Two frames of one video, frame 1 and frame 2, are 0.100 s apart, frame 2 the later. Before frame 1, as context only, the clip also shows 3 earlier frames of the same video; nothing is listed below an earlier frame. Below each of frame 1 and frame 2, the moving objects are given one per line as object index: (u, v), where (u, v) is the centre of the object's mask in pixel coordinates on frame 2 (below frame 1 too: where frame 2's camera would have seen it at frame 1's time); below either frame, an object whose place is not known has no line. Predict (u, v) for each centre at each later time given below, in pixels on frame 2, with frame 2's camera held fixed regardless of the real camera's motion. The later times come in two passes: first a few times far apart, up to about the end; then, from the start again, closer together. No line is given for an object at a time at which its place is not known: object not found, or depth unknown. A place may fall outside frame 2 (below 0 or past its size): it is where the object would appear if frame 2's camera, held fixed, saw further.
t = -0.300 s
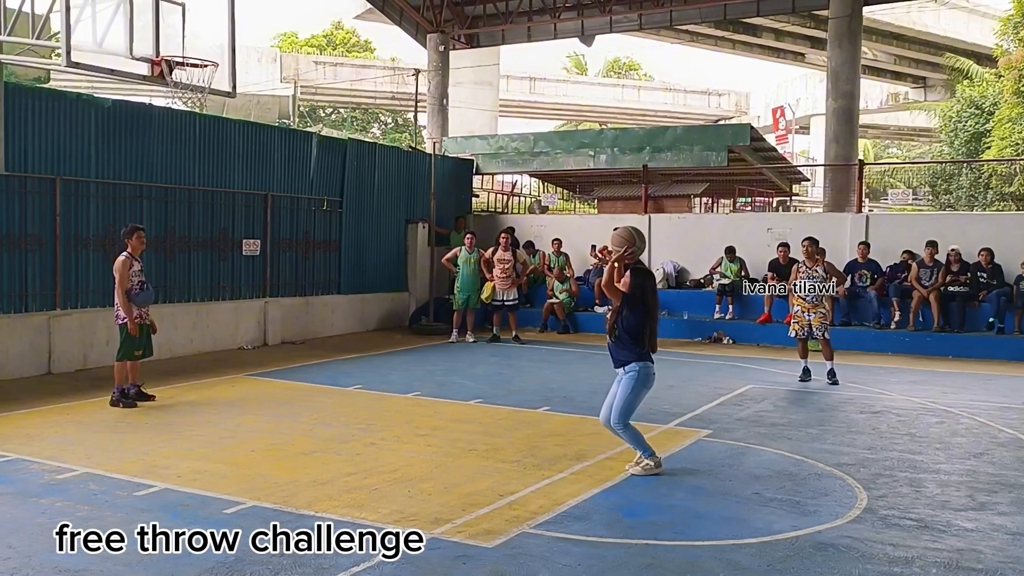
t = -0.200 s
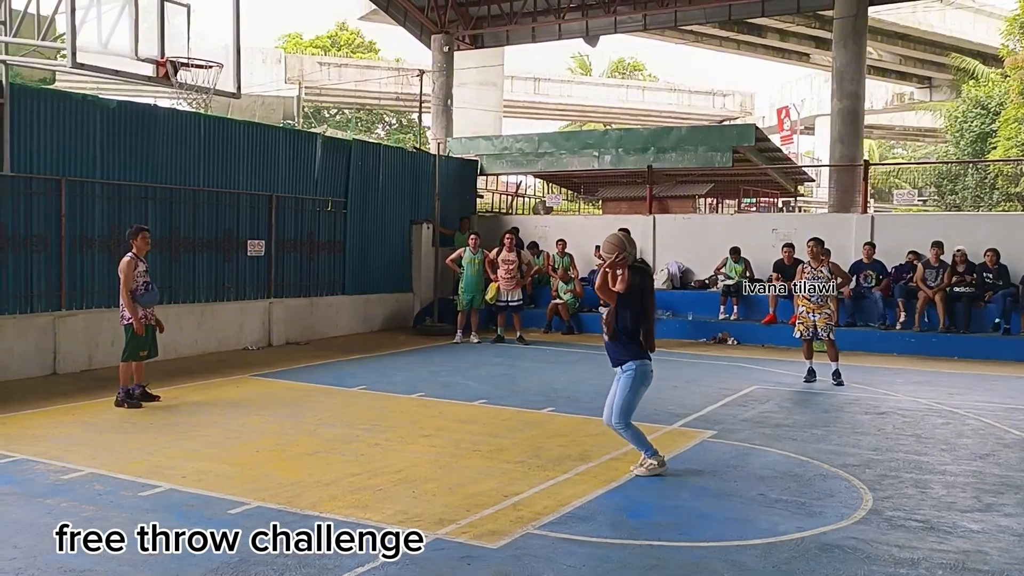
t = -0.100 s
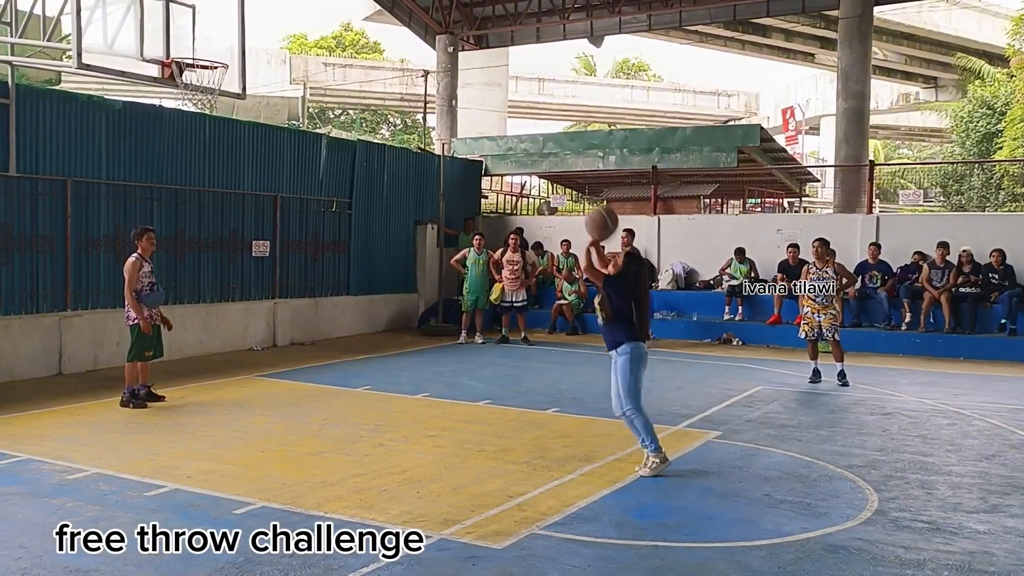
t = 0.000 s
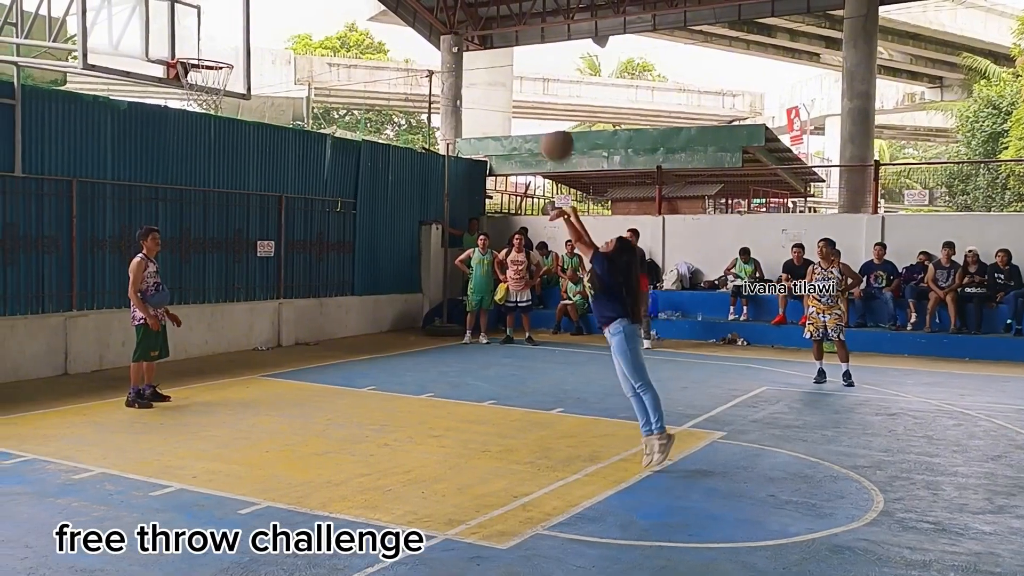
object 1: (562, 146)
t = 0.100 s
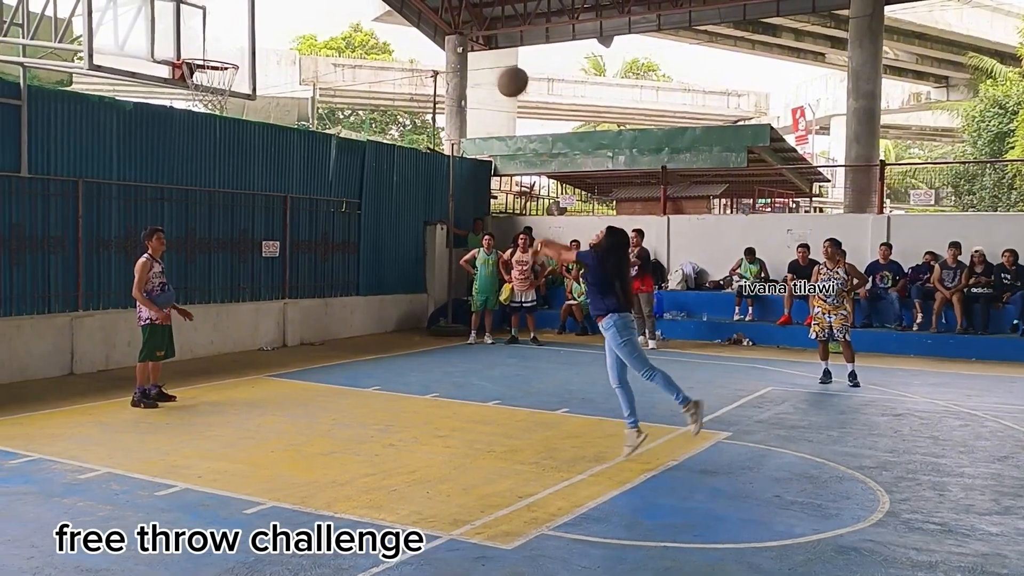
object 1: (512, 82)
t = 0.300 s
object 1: (421, 10)
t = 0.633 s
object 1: (290, 6)
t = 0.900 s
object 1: (235, 57)
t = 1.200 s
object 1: (272, 133)
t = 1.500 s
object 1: (314, 346)
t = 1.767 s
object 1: (343, 354)
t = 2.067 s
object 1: (362, 221)
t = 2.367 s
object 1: (383, 237)
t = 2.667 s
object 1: (411, 433)
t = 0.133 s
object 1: (497, 65)
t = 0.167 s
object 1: (480, 49)
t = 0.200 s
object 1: (466, 32)
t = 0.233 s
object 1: (450, 24)
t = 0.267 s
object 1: (436, 14)
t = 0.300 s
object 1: (421, 10)
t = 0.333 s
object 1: (407, 6)
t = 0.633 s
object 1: (290, 6)
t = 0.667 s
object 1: (277, 10)
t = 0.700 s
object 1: (265, 18)
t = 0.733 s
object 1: (254, 28)
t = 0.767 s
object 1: (242, 38)
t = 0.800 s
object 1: (231, 49)
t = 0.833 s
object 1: (228, 56)
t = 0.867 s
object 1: (231, 56)
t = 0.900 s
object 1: (235, 57)
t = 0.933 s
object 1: (239, 59)
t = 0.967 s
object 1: (243, 63)
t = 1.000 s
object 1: (247, 69)
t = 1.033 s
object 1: (251, 75)
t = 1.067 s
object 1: (255, 84)
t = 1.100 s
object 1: (259, 94)
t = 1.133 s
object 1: (264, 105)
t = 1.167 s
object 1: (269, 119)
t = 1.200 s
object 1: (272, 133)
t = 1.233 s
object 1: (277, 149)
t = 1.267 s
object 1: (281, 168)
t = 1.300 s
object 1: (286, 188)
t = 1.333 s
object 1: (290, 209)
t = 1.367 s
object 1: (296, 233)
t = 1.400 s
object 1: (300, 259)
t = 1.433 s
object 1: (305, 285)
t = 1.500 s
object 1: (314, 346)
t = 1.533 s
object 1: (321, 380)
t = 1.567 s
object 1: (328, 418)
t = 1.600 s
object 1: (334, 455)
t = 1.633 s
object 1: (337, 453)
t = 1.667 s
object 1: (339, 427)
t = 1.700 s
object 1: (340, 402)
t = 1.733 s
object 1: (342, 375)
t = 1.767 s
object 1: (343, 354)
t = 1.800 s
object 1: (345, 332)
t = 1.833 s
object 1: (347, 312)
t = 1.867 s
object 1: (350, 294)
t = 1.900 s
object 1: (351, 278)
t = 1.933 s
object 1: (353, 263)
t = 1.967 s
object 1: (355, 250)
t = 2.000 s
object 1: (358, 239)
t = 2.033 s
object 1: (360, 229)
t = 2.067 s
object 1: (362, 221)
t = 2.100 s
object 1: (365, 215)
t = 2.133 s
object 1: (367, 211)
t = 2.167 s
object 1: (369, 209)
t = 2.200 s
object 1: (371, 208)
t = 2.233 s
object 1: (374, 210)
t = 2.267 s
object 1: (376, 213)
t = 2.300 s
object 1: (378, 219)
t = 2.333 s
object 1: (381, 227)
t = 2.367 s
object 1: (383, 237)
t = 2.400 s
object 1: (386, 249)
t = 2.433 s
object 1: (389, 264)
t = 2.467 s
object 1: (391, 280)
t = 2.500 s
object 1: (393, 298)
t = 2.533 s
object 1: (395, 321)
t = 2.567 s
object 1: (401, 346)
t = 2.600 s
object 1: (404, 372)
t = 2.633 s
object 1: (408, 402)
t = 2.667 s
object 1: (411, 433)
